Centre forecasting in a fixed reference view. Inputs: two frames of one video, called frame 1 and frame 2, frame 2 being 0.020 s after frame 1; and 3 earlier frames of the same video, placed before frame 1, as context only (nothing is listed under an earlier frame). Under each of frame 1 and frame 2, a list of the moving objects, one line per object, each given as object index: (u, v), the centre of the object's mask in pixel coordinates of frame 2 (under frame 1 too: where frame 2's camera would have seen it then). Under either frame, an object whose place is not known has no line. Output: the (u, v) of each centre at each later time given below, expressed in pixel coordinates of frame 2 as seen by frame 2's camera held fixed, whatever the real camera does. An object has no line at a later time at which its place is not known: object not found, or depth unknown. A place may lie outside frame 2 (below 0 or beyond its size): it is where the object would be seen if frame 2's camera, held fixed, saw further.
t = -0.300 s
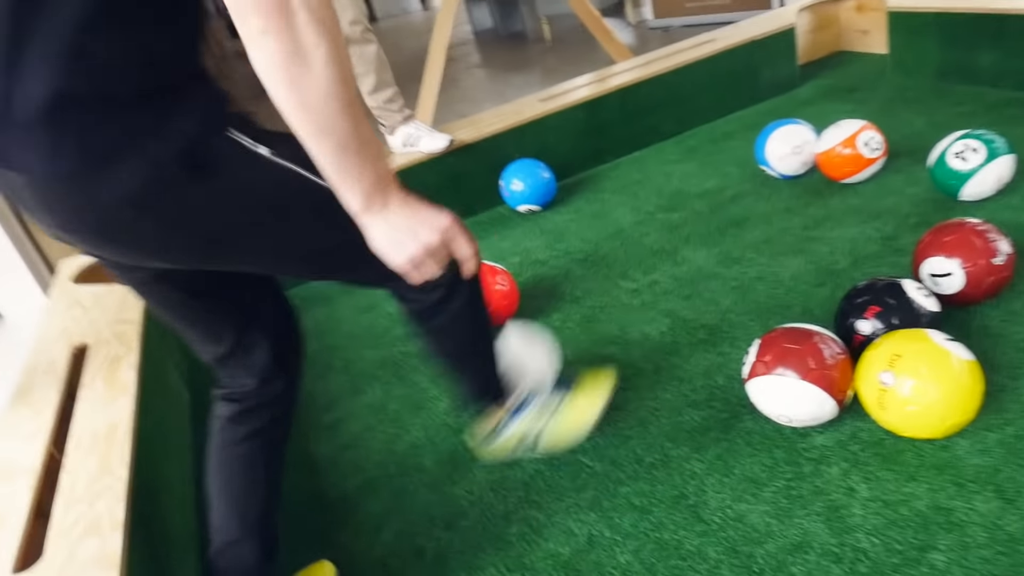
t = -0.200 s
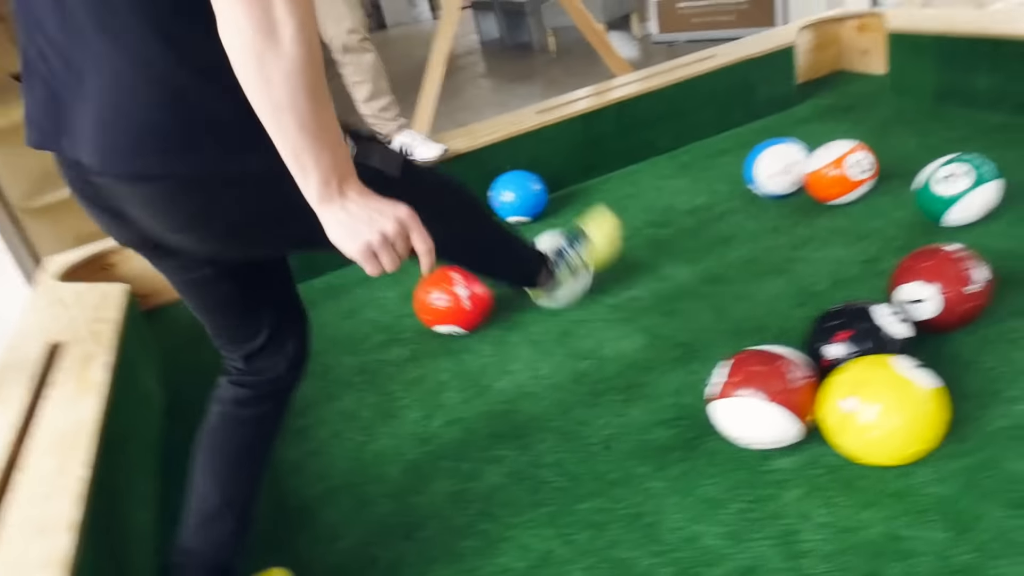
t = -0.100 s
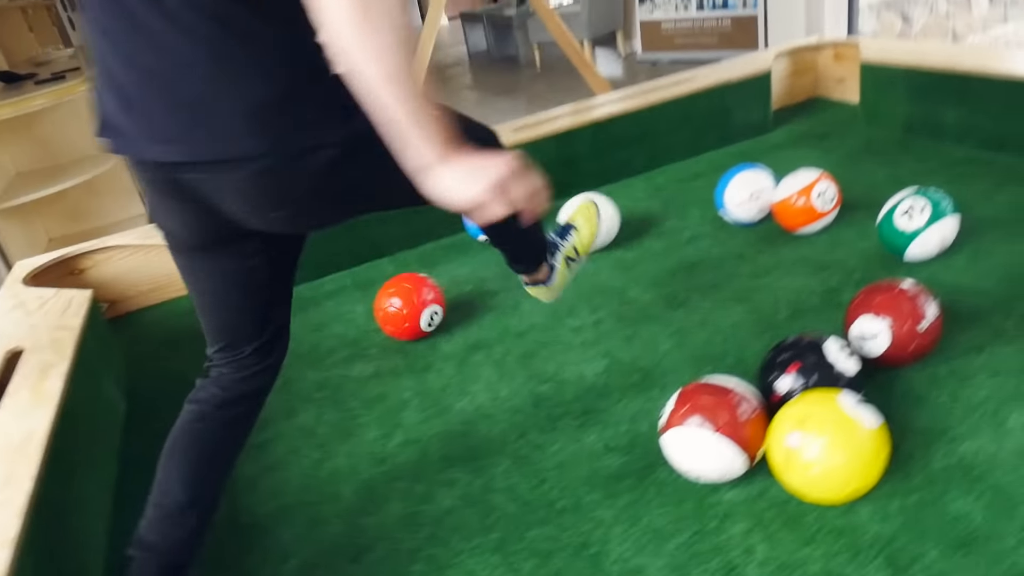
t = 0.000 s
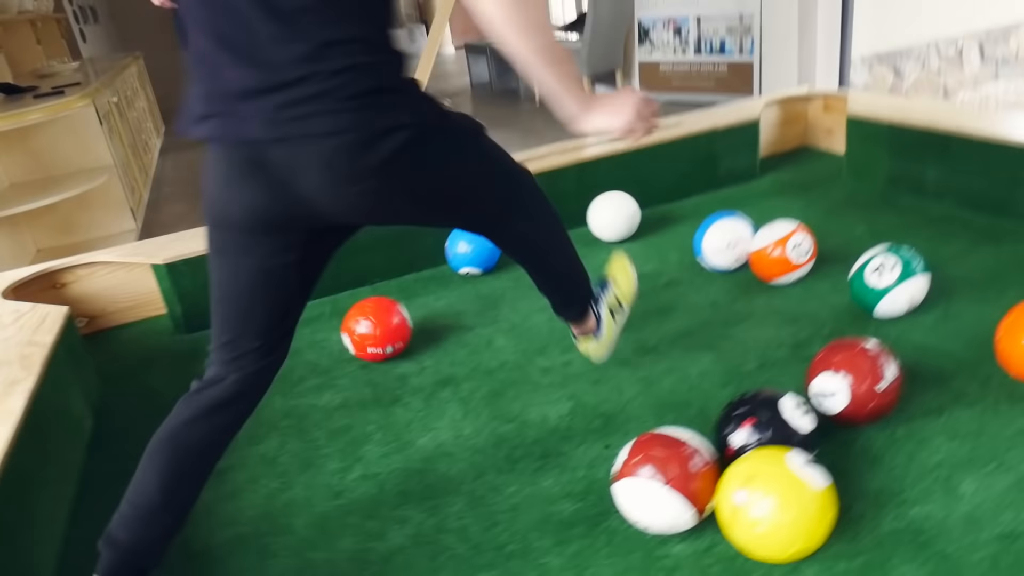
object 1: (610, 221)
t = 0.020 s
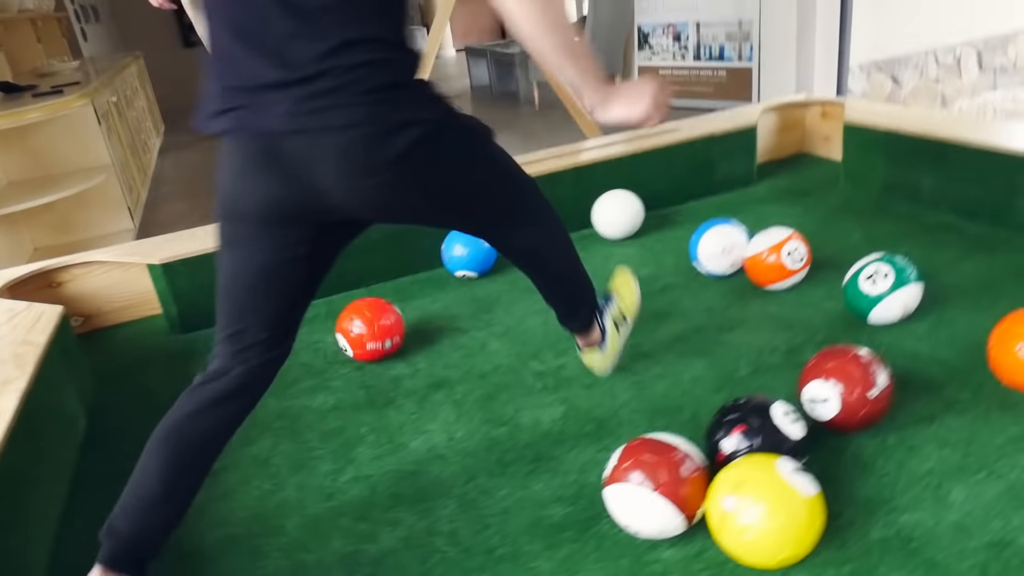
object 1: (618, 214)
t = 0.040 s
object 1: (625, 208)
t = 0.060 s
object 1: (634, 201)
